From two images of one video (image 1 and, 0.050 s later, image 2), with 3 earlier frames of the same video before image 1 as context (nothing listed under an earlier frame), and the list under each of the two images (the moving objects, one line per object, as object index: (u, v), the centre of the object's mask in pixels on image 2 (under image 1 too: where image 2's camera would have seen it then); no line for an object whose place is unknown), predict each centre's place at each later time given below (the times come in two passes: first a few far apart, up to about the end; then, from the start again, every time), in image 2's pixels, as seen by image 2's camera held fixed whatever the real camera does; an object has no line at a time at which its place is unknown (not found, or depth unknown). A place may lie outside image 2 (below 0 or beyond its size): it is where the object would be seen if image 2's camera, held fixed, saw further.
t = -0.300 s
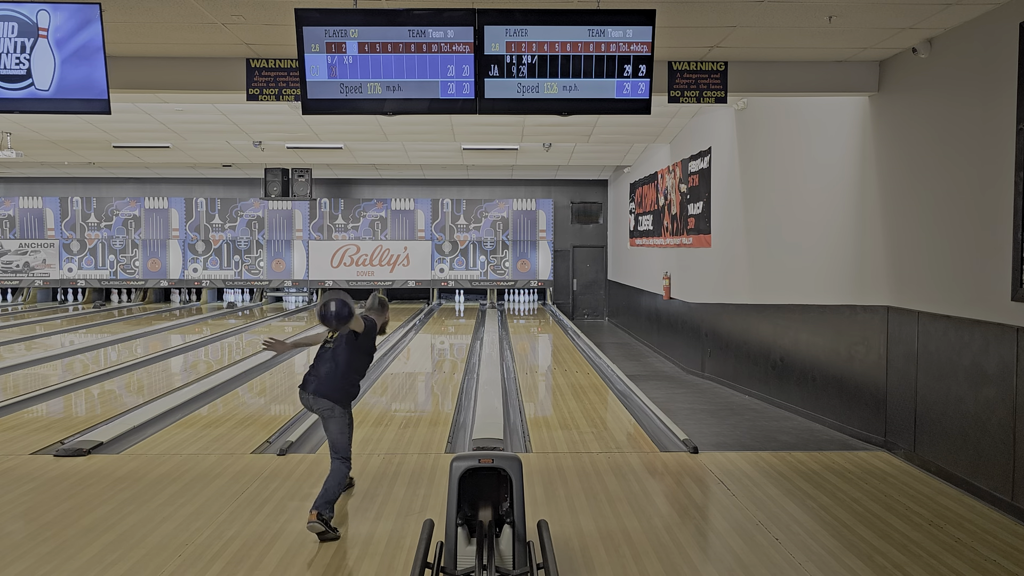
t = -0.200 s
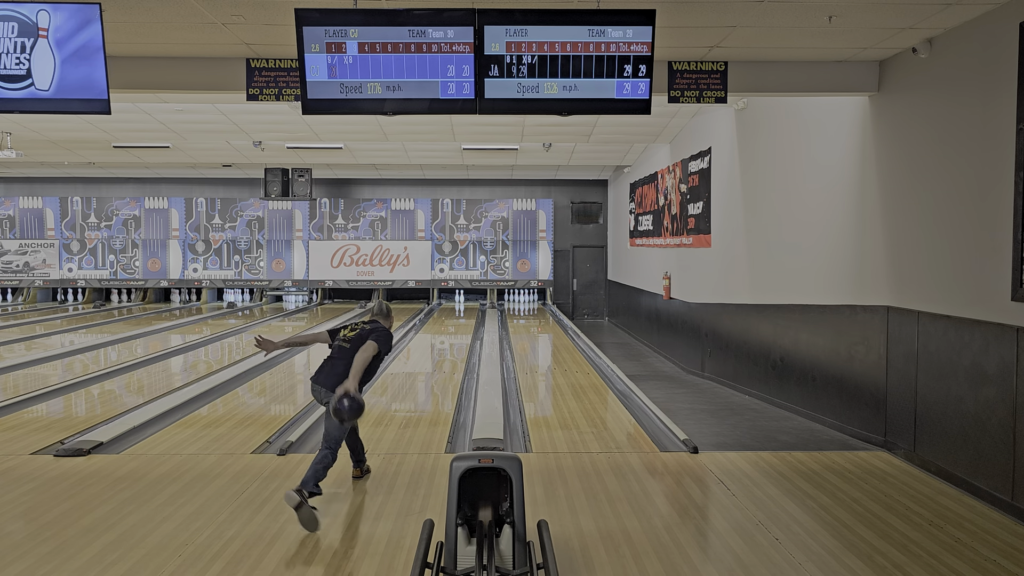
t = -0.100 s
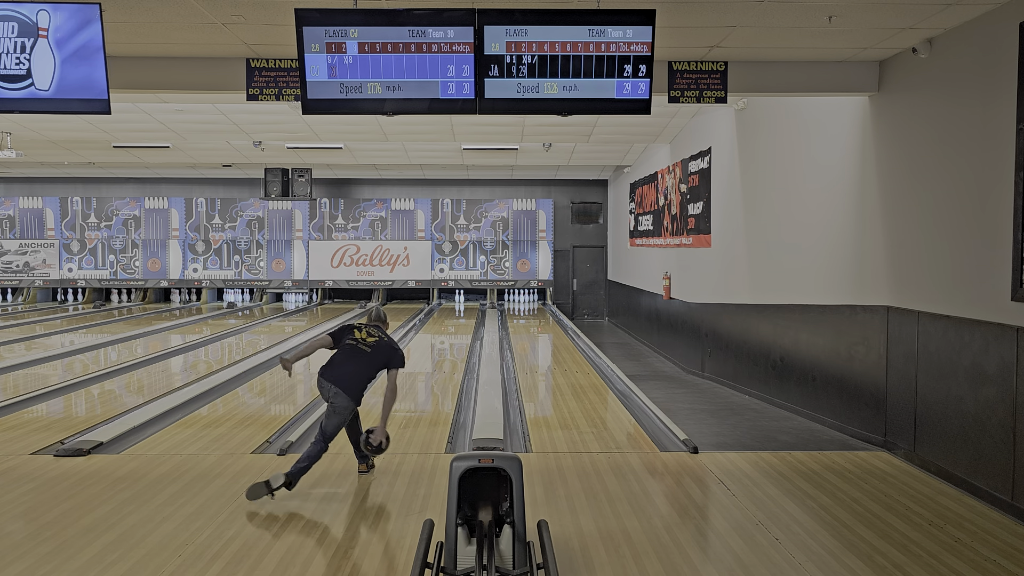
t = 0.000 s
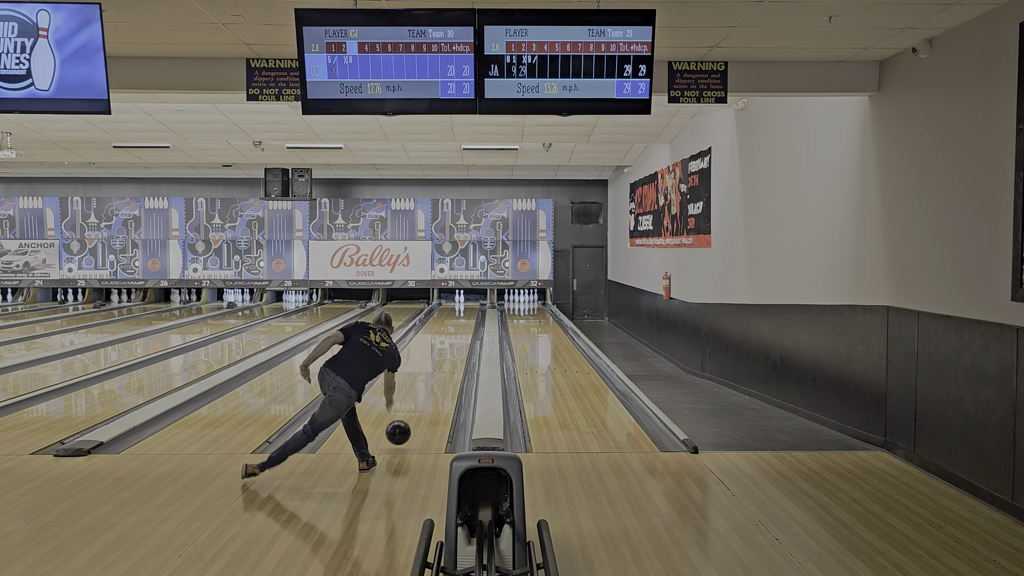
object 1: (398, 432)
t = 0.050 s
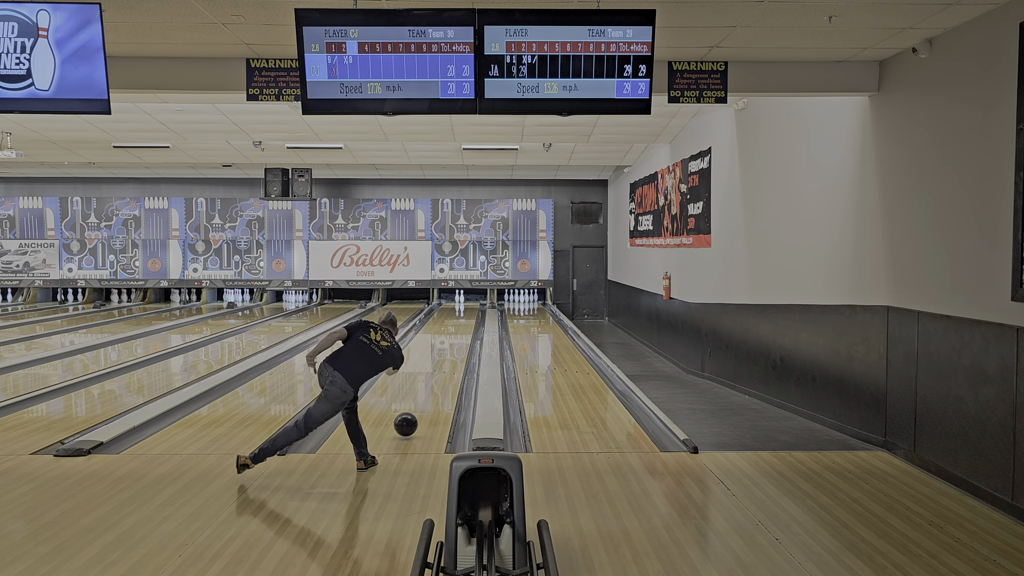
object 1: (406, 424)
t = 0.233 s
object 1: (427, 394)
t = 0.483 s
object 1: (445, 365)
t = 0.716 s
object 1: (456, 347)
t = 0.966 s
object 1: (464, 333)
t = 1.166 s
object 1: (469, 324)
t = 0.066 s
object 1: (408, 422)
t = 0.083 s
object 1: (410, 419)
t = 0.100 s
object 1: (412, 416)
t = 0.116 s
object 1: (414, 413)
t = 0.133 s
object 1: (416, 410)
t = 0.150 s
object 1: (418, 407)
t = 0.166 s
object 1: (420, 404)
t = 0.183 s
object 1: (422, 401)
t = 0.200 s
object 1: (423, 399)
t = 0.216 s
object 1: (425, 396)
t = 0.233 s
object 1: (427, 394)
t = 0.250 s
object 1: (428, 392)
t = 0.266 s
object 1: (429, 389)
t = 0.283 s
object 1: (431, 387)
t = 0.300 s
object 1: (432, 385)
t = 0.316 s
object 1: (433, 383)
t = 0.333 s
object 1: (435, 381)
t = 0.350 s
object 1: (436, 379)
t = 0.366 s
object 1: (437, 377)
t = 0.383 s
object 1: (438, 375)
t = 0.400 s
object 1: (440, 373)
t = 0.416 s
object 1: (441, 372)
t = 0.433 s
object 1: (442, 370)
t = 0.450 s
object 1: (443, 368)
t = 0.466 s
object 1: (444, 367)
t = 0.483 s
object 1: (445, 365)
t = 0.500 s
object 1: (446, 364)
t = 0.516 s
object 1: (447, 362)
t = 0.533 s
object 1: (448, 361)
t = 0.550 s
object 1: (449, 359)
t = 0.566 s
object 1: (449, 358)
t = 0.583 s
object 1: (450, 357)
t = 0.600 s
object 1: (451, 355)
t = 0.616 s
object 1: (452, 354)
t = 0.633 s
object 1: (453, 353)
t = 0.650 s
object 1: (453, 352)
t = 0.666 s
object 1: (454, 350)
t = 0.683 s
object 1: (455, 349)
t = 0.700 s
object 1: (456, 348)
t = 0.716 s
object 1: (456, 347)
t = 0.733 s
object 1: (457, 346)
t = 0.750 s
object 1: (457, 345)
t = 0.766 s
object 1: (458, 344)
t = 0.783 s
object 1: (459, 343)
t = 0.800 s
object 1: (459, 342)
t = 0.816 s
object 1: (460, 341)
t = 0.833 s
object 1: (460, 340)
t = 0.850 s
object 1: (461, 339)
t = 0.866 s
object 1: (462, 338)
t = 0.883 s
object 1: (462, 337)
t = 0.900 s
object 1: (463, 336)
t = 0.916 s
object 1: (463, 335)
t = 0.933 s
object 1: (464, 335)
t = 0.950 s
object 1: (464, 334)
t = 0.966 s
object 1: (464, 333)
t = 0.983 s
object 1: (465, 332)
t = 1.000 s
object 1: (465, 331)
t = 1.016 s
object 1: (466, 331)
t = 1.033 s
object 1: (466, 330)
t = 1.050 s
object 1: (466, 329)
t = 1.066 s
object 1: (467, 329)
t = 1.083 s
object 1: (467, 328)
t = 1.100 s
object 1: (468, 327)
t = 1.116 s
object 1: (468, 326)
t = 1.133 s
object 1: (468, 326)
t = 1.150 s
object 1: (469, 325)
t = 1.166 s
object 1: (469, 324)
